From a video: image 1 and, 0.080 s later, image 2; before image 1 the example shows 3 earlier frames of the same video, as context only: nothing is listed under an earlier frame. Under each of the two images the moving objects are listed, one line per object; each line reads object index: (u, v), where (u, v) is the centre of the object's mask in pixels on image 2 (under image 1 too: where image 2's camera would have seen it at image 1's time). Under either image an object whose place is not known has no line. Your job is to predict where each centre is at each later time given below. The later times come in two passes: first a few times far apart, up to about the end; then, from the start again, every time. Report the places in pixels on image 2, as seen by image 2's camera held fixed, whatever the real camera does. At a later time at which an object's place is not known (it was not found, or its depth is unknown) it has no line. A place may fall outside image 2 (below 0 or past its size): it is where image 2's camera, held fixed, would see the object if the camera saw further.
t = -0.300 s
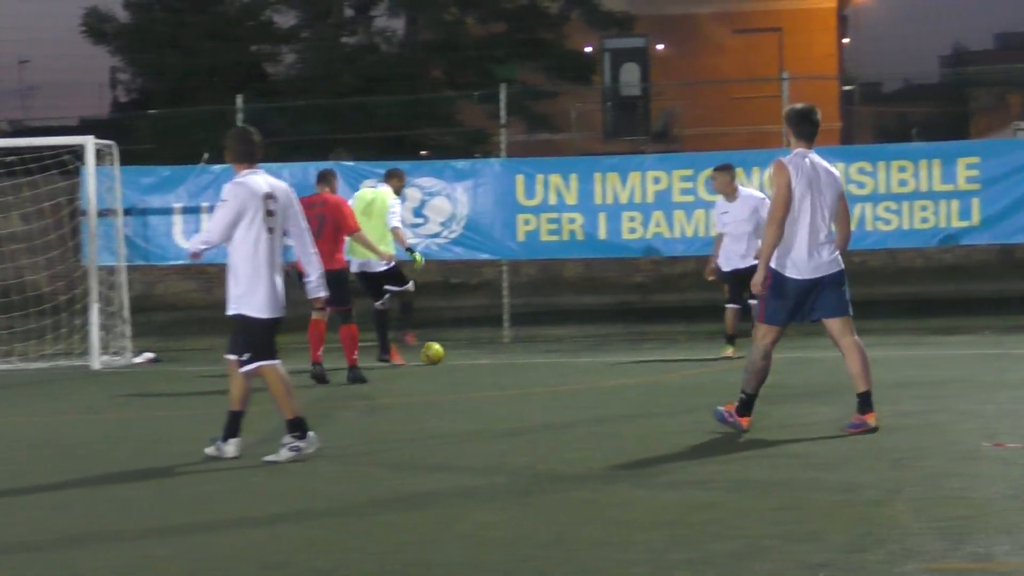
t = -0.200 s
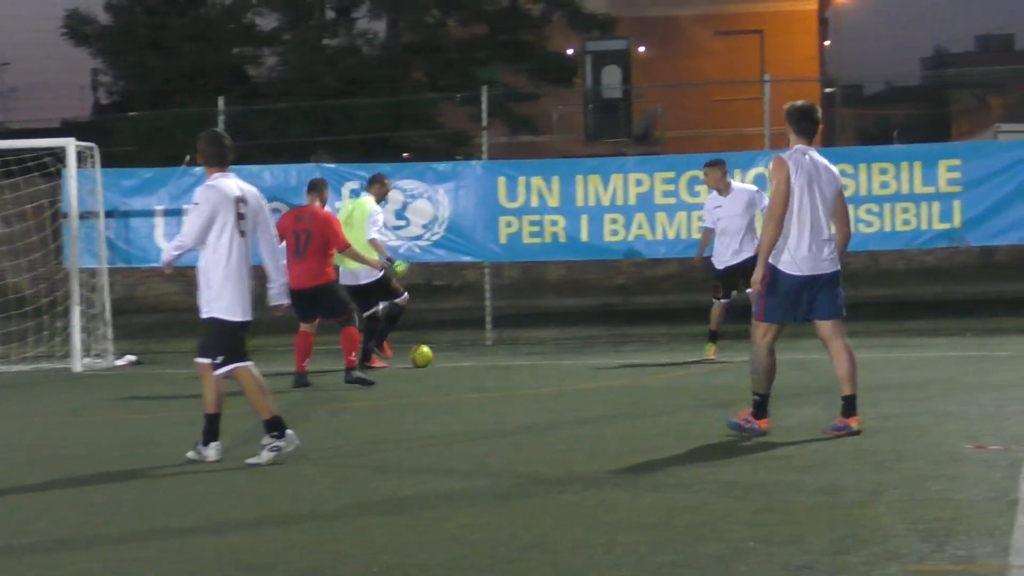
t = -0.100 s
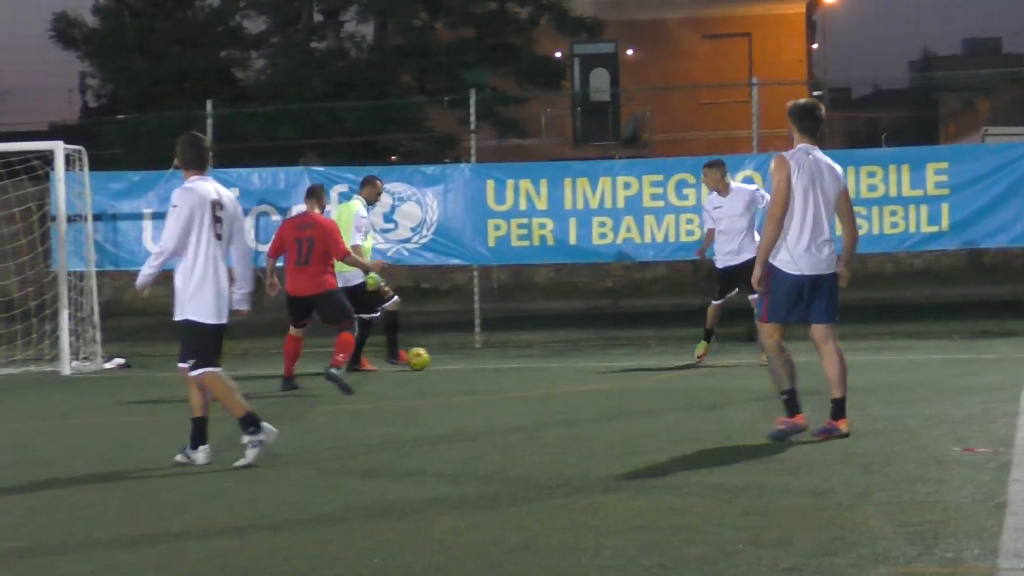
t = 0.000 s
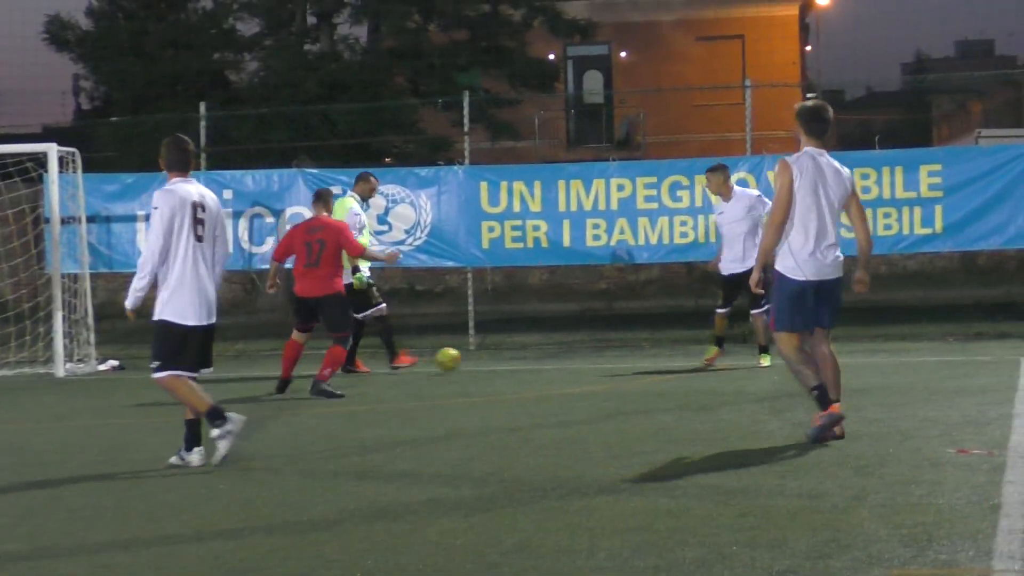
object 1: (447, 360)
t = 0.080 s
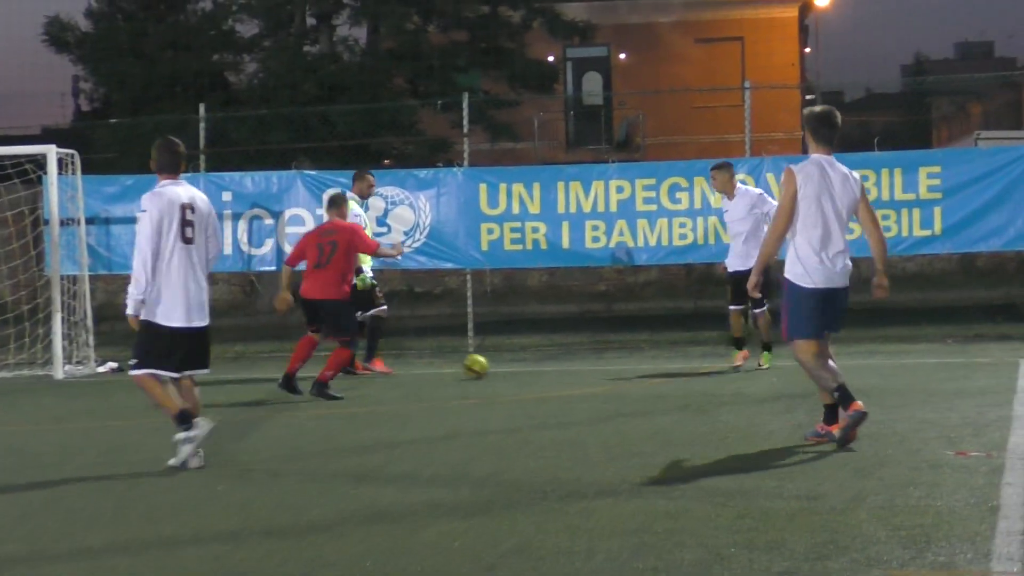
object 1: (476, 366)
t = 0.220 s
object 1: (523, 370)
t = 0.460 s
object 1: (593, 376)
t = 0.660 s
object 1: (646, 379)
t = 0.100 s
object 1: (483, 368)
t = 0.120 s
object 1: (490, 368)
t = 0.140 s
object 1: (497, 367)
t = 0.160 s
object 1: (504, 368)
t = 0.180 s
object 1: (510, 369)
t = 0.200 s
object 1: (518, 370)
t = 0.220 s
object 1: (523, 370)
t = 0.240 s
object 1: (530, 371)
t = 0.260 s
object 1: (536, 372)
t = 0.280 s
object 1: (544, 372)
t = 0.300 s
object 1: (549, 372)
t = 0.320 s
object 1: (554, 373)
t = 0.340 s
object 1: (560, 373)
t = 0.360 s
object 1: (566, 374)
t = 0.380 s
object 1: (571, 375)
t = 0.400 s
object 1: (577, 375)
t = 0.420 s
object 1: (581, 375)
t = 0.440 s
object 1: (587, 376)
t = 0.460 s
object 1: (593, 376)
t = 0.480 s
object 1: (599, 376)
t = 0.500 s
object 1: (603, 377)
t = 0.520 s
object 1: (608, 377)
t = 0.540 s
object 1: (613, 378)
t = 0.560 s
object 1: (619, 378)
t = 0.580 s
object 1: (625, 378)
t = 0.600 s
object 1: (631, 379)
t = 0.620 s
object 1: (637, 379)
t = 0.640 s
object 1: (642, 379)
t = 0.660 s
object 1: (646, 379)
